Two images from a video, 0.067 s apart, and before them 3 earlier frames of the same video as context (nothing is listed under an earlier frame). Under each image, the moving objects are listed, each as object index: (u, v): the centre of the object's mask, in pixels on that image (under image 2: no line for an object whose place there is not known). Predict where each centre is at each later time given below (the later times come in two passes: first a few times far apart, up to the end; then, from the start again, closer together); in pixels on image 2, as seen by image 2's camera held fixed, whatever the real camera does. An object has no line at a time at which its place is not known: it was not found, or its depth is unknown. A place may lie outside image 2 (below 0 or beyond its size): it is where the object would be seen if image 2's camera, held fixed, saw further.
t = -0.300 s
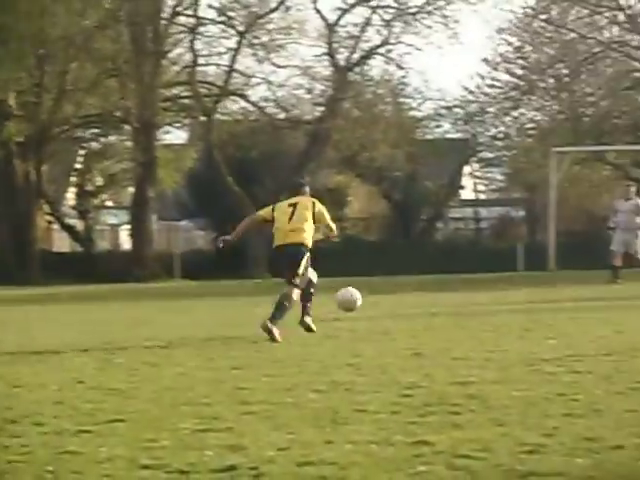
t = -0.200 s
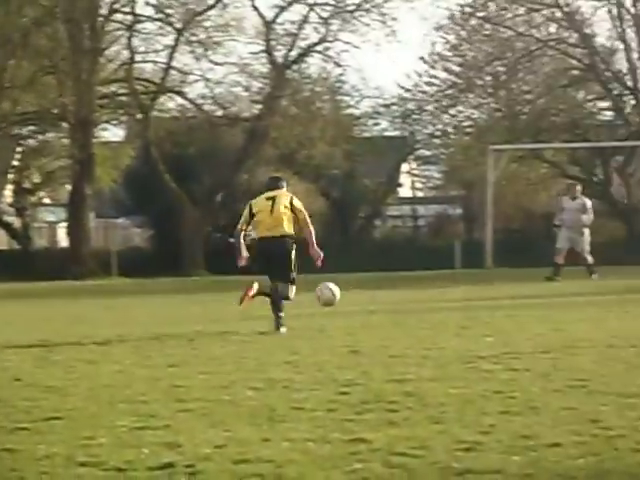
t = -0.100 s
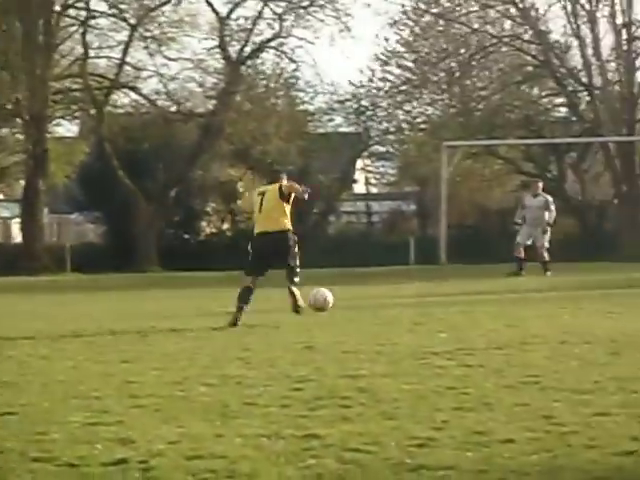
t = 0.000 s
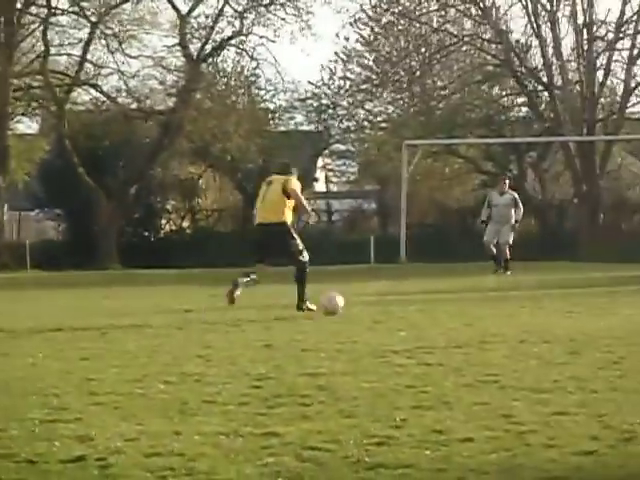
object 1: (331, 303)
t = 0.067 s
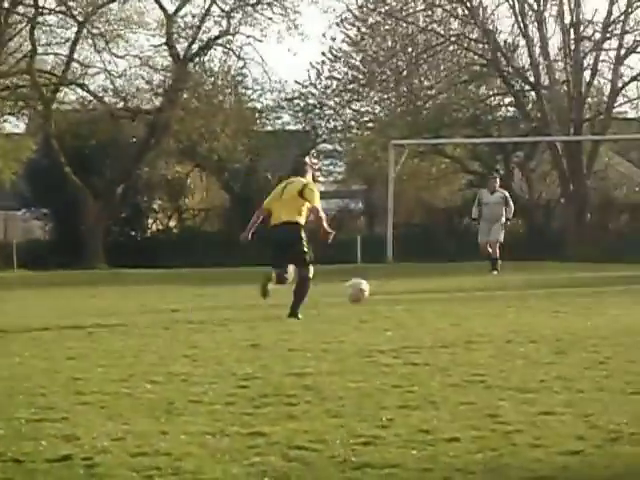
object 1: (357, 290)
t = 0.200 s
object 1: (431, 279)
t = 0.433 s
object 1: (543, 284)
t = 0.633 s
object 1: (615, 272)
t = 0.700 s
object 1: (637, 277)
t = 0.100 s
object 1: (376, 285)
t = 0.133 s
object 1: (395, 281)
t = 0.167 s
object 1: (413, 280)
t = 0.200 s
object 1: (431, 279)
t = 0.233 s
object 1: (449, 279)
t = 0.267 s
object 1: (467, 281)
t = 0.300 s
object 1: (484, 285)
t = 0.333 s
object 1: (501, 289)
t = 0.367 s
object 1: (517, 293)
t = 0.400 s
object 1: (530, 291)
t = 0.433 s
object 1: (543, 284)
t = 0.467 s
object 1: (555, 279)
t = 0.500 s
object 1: (569, 275)
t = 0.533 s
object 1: (580, 272)
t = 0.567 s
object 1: (591, 270)
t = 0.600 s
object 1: (603, 269)
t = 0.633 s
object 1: (615, 272)
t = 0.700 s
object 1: (637, 277)
